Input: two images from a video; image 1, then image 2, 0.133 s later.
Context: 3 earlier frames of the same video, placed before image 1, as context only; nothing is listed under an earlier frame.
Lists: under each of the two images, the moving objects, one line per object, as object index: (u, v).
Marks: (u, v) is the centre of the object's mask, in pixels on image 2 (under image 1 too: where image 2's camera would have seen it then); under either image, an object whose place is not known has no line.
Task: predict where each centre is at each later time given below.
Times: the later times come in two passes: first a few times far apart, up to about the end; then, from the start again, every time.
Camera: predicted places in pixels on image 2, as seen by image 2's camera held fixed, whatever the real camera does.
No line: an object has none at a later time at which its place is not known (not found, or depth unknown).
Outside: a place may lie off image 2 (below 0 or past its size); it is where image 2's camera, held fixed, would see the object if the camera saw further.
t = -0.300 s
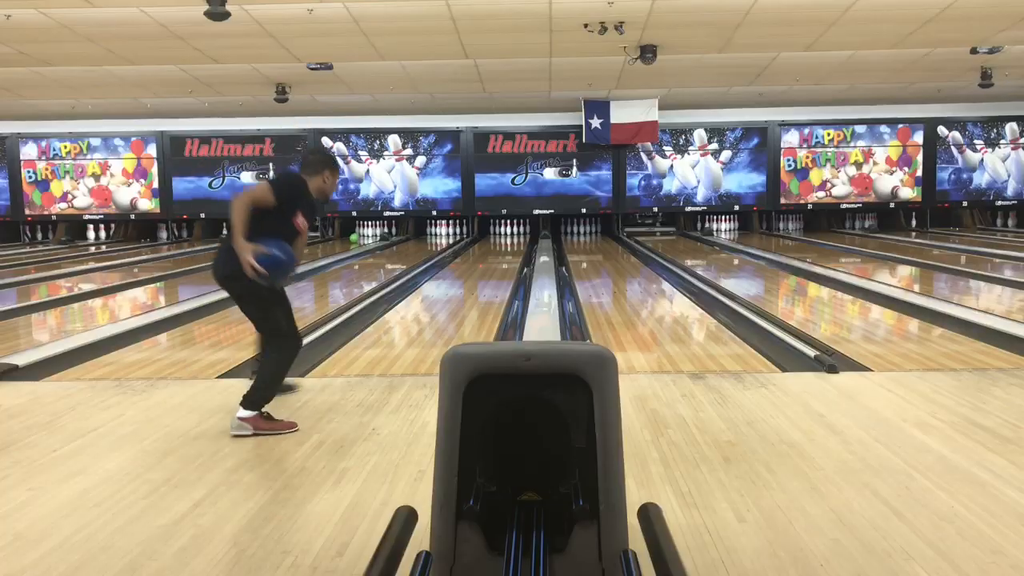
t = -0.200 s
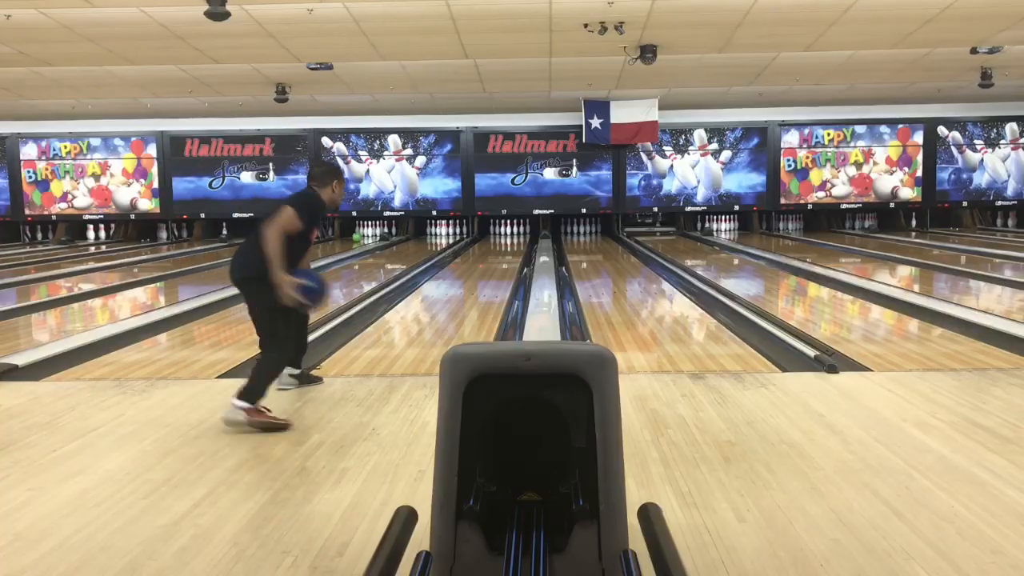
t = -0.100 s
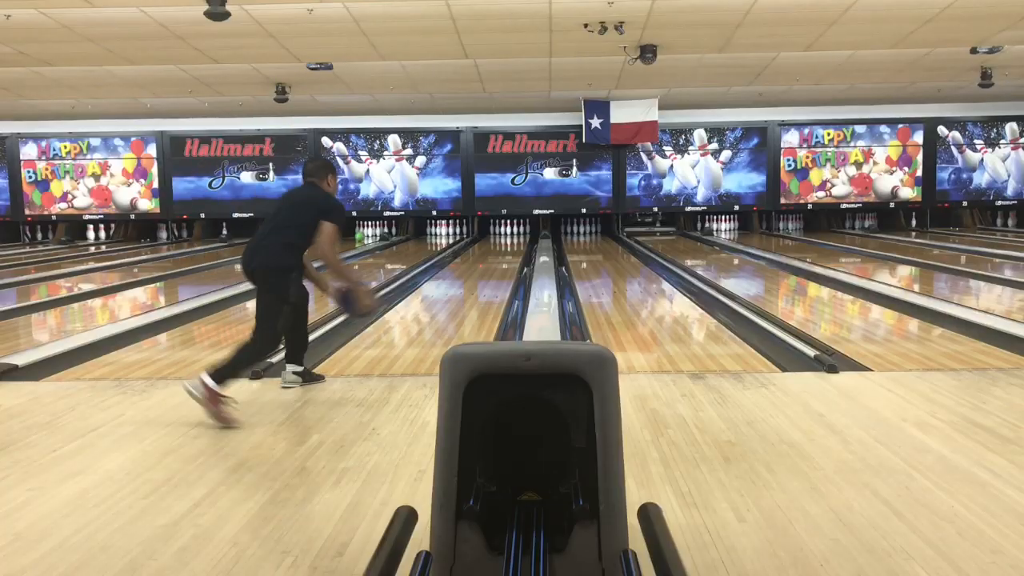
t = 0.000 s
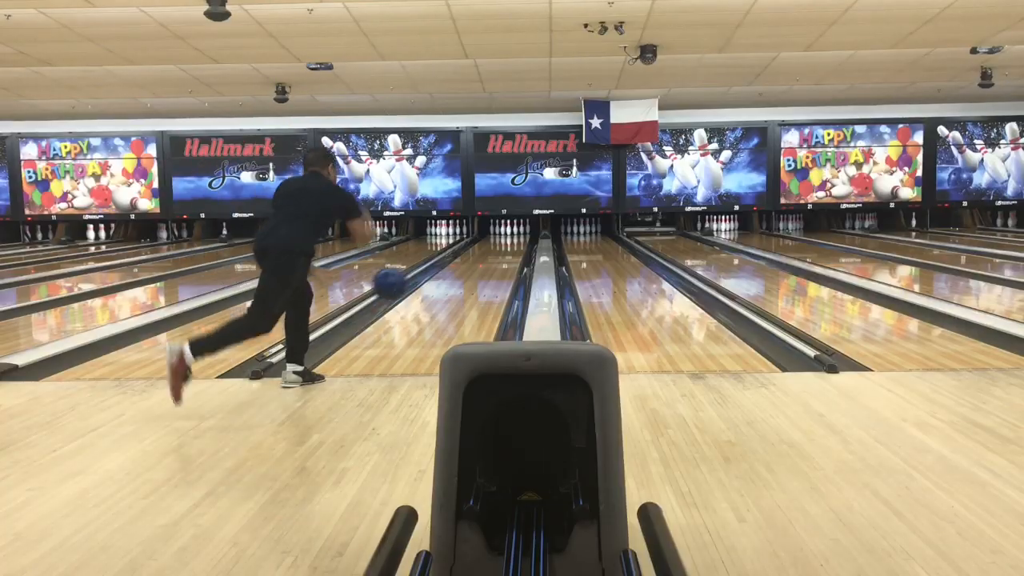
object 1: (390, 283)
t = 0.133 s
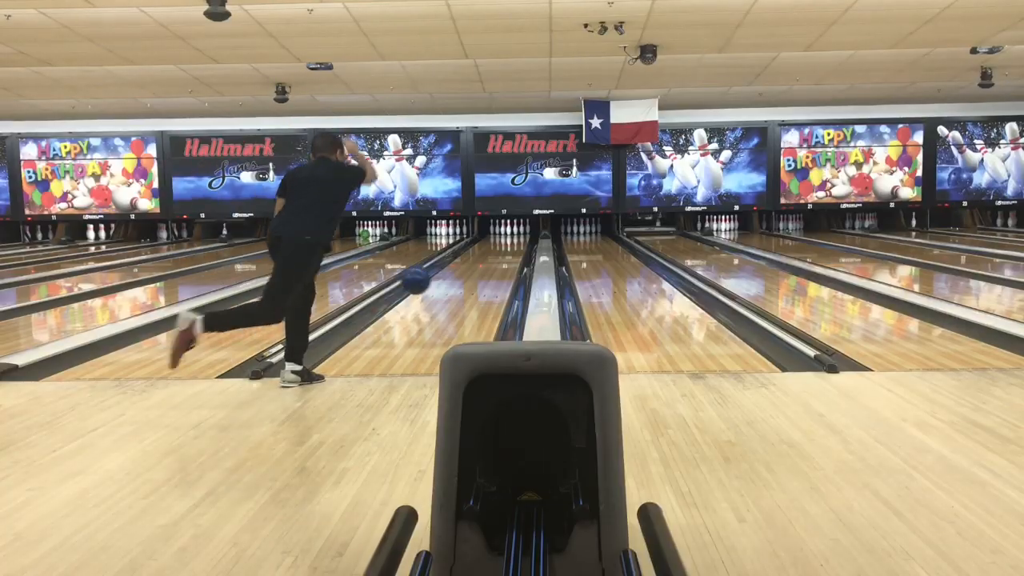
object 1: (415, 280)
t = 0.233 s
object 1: (431, 291)
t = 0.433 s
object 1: (453, 294)
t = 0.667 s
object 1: (472, 281)
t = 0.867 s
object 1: (483, 271)
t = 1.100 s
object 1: (493, 261)
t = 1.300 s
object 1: (499, 255)
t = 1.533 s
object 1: (504, 249)
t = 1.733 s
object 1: (507, 245)
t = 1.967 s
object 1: (510, 240)
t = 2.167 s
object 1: (511, 237)
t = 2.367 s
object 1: (512, 235)
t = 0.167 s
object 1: (421, 282)
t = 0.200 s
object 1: (426, 287)
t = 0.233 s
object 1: (431, 291)
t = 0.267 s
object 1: (435, 296)
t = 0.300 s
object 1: (440, 303)
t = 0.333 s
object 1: (444, 305)
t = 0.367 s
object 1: (447, 300)
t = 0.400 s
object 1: (450, 297)
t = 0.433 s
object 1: (453, 294)
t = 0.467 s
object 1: (457, 293)
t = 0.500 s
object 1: (460, 292)
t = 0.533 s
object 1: (462, 290)
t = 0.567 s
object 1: (465, 287)
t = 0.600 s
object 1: (467, 285)
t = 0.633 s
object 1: (470, 283)
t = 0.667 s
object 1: (472, 281)
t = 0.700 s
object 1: (474, 279)
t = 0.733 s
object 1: (476, 277)
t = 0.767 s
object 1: (478, 275)
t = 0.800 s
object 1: (480, 274)
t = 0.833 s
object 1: (481, 272)
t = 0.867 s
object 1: (483, 271)
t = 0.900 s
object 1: (484, 269)
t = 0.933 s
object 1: (486, 268)
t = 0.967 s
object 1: (487, 266)
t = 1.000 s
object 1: (489, 265)
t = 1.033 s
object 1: (490, 264)
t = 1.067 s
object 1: (492, 262)
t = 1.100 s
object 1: (493, 261)
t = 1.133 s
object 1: (494, 260)
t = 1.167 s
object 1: (495, 259)
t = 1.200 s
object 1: (496, 258)
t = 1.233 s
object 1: (497, 257)
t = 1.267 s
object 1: (498, 256)
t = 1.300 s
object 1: (499, 255)
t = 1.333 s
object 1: (500, 254)
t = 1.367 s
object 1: (501, 253)
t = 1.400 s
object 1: (501, 252)
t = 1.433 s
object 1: (502, 251)
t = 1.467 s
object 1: (503, 250)
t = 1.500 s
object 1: (504, 249)
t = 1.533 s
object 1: (504, 249)
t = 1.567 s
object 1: (505, 248)
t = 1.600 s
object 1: (505, 247)
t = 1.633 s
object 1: (506, 246)
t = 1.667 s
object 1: (506, 246)
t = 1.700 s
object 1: (507, 245)
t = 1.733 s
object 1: (507, 245)
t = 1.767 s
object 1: (507, 244)
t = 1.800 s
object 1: (508, 243)
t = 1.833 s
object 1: (508, 243)
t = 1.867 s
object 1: (509, 242)
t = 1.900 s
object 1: (509, 242)
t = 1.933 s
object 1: (510, 241)
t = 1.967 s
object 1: (510, 240)
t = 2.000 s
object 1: (510, 240)
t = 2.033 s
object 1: (511, 239)
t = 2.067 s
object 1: (511, 239)
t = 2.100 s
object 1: (511, 238)
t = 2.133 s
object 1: (511, 238)
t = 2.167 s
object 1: (511, 237)
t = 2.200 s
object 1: (511, 237)
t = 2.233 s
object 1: (511, 237)
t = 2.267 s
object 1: (512, 236)
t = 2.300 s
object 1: (512, 235)
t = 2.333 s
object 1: (512, 235)
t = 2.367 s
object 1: (512, 235)
